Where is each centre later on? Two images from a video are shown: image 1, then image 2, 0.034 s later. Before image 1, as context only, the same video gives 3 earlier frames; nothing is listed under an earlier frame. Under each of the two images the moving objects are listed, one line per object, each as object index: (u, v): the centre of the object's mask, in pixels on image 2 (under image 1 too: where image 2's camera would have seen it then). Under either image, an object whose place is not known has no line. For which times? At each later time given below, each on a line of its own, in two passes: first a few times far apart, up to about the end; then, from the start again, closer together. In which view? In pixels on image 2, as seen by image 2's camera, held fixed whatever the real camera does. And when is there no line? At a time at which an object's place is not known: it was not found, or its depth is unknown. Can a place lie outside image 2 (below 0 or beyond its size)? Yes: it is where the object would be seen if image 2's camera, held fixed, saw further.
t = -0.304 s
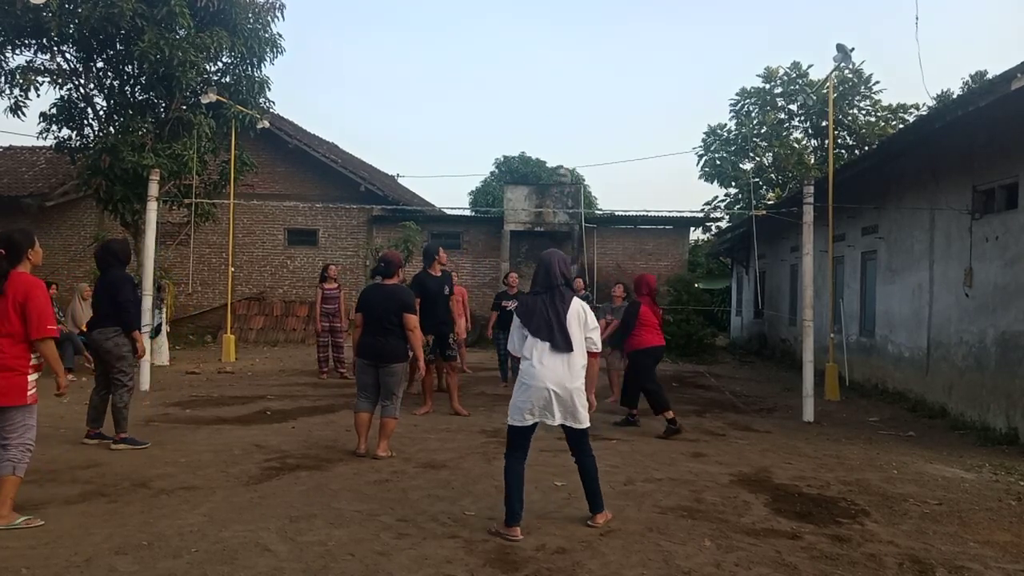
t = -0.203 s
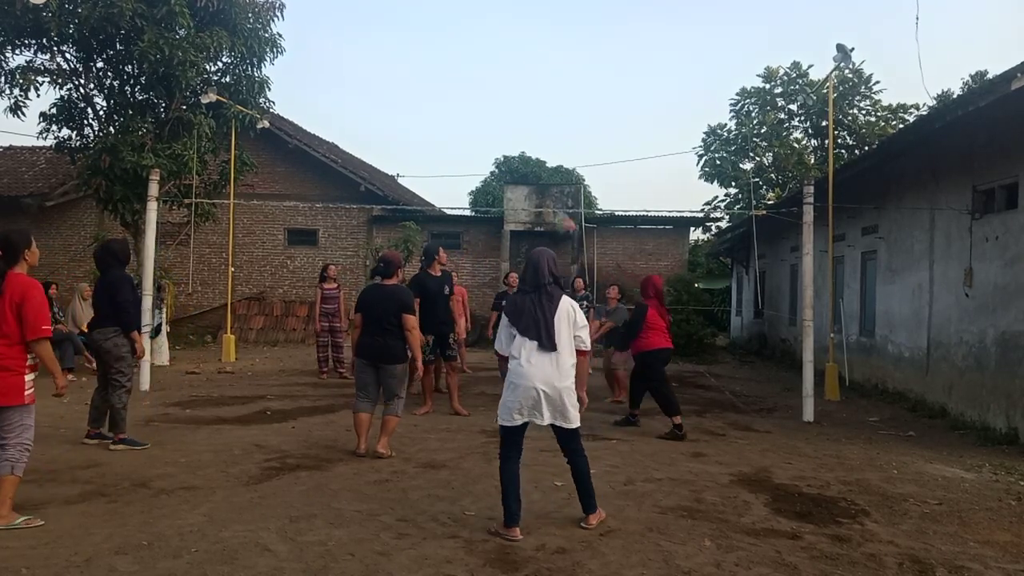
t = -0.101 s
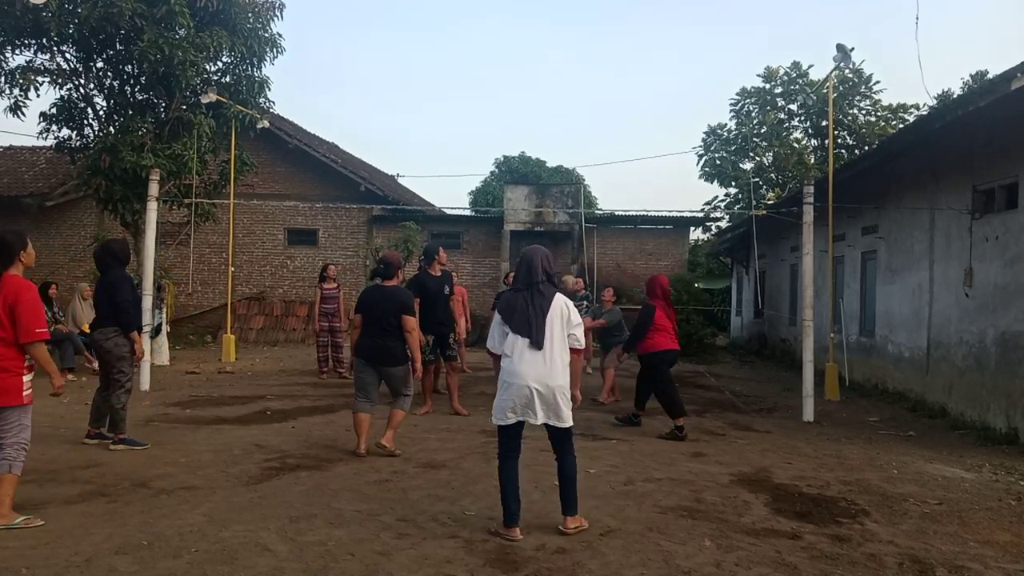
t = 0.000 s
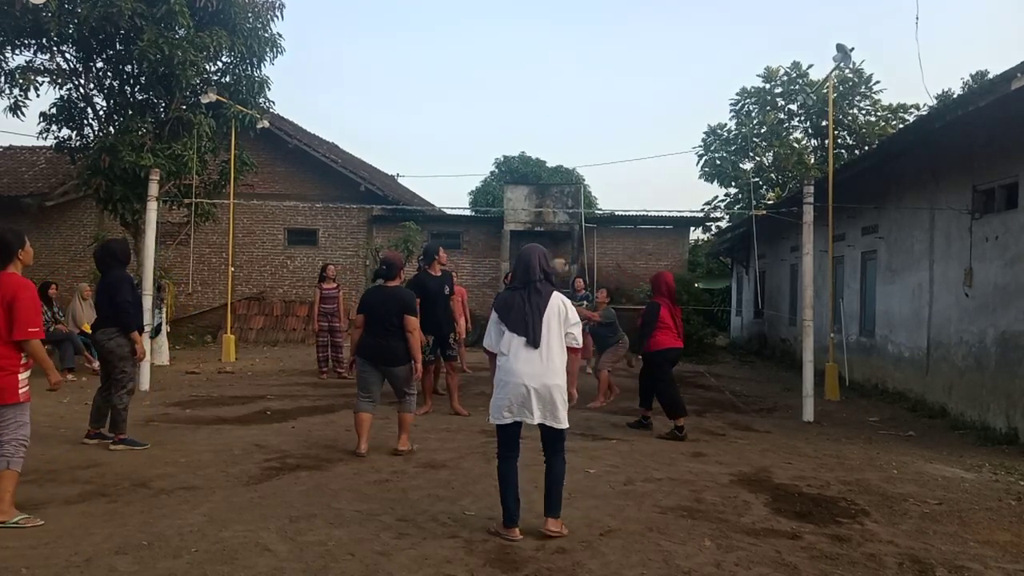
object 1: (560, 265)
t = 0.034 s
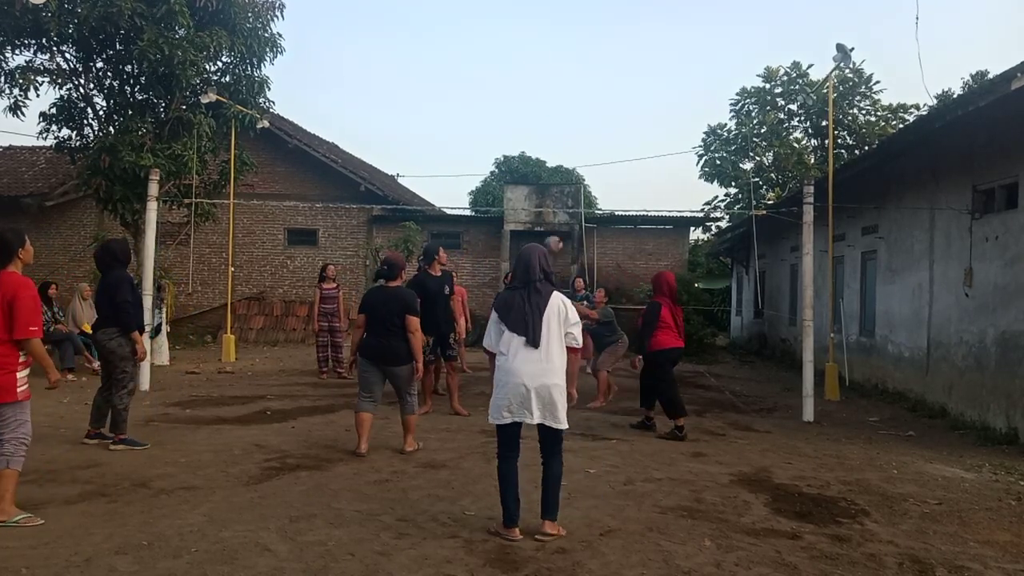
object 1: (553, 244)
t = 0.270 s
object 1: (509, 118)
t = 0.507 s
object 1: (460, 40)
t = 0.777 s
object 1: (399, 14)
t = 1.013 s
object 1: (344, 47)
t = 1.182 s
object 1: (302, 105)
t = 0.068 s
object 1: (547, 223)
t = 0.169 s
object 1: (530, 165)
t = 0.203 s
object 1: (522, 148)
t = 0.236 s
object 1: (516, 134)
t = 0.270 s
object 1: (509, 118)
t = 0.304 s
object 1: (502, 104)
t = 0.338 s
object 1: (495, 91)
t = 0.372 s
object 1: (488, 79)
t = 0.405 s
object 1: (481, 68)
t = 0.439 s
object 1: (474, 57)
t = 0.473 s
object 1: (467, 49)
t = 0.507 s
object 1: (460, 40)
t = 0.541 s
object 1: (452, 33)
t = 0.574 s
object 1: (445, 27)
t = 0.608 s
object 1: (438, 23)
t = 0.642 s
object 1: (430, 19)
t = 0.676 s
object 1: (422, 16)
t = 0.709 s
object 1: (415, 14)
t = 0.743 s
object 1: (407, 13)
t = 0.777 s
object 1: (399, 14)
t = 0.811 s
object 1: (391, 15)
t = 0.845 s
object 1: (384, 18)
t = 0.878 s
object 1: (376, 22)
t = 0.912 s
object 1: (368, 26)
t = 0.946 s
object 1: (360, 32)
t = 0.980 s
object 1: (352, 39)
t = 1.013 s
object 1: (344, 47)
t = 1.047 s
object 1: (336, 57)
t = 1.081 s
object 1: (327, 67)
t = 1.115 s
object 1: (319, 78)
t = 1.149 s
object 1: (311, 91)
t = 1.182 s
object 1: (302, 105)
